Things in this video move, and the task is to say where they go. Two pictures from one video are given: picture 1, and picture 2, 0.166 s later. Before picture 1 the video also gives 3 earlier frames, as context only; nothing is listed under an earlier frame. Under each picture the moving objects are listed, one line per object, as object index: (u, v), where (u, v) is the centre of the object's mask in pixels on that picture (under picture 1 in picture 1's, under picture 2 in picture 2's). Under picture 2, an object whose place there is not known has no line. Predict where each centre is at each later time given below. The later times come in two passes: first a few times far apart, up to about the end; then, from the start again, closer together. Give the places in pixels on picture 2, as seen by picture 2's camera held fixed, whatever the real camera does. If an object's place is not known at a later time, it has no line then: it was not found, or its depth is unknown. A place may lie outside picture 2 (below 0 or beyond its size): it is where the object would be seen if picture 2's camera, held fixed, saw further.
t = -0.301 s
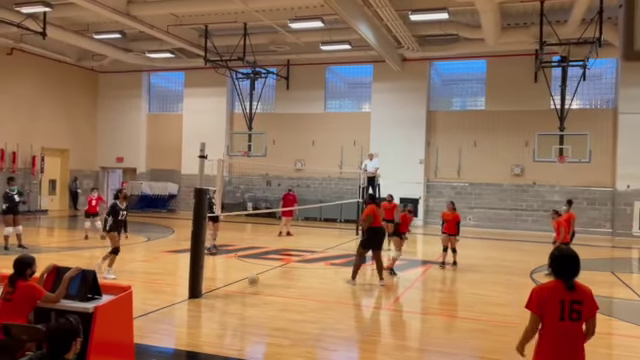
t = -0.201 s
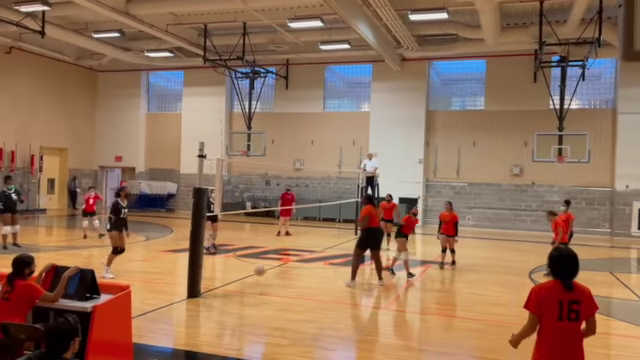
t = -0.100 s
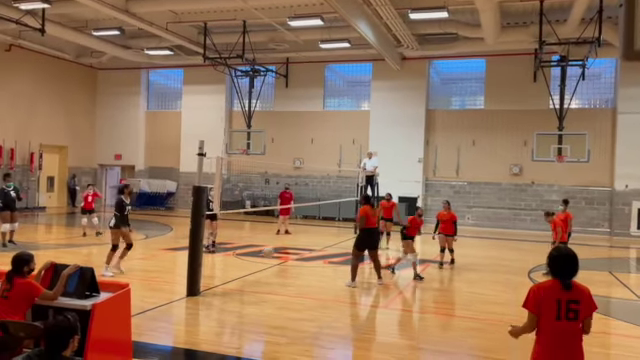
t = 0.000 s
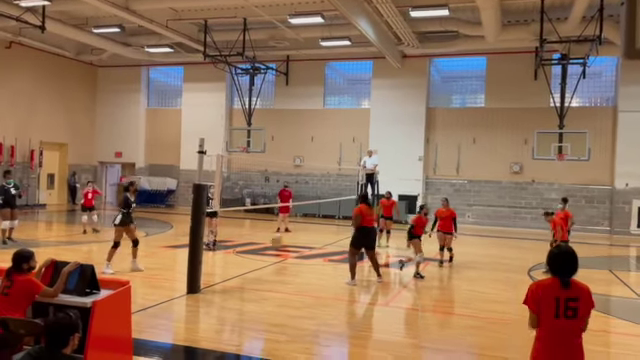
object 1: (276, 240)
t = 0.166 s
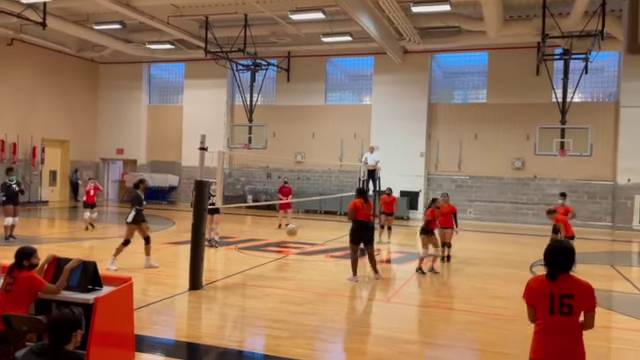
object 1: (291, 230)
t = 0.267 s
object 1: (299, 234)
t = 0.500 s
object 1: (317, 267)
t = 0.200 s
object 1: (293, 230)
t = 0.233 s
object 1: (296, 232)
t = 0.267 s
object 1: (299, 234)
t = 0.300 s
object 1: (301, 237)
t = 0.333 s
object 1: (304, 240)
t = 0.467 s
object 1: (314, 260)
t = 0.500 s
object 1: (317, 267)
